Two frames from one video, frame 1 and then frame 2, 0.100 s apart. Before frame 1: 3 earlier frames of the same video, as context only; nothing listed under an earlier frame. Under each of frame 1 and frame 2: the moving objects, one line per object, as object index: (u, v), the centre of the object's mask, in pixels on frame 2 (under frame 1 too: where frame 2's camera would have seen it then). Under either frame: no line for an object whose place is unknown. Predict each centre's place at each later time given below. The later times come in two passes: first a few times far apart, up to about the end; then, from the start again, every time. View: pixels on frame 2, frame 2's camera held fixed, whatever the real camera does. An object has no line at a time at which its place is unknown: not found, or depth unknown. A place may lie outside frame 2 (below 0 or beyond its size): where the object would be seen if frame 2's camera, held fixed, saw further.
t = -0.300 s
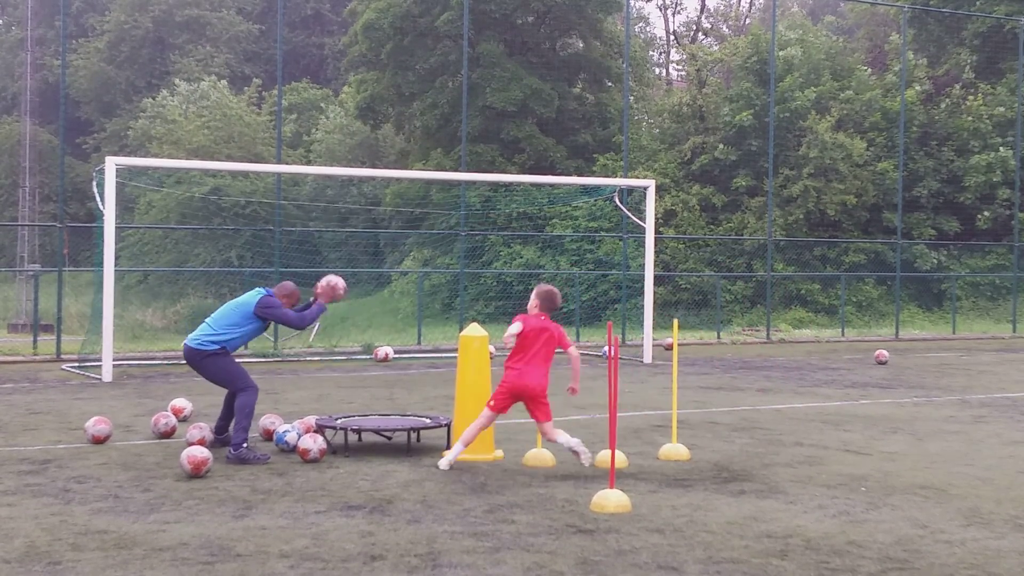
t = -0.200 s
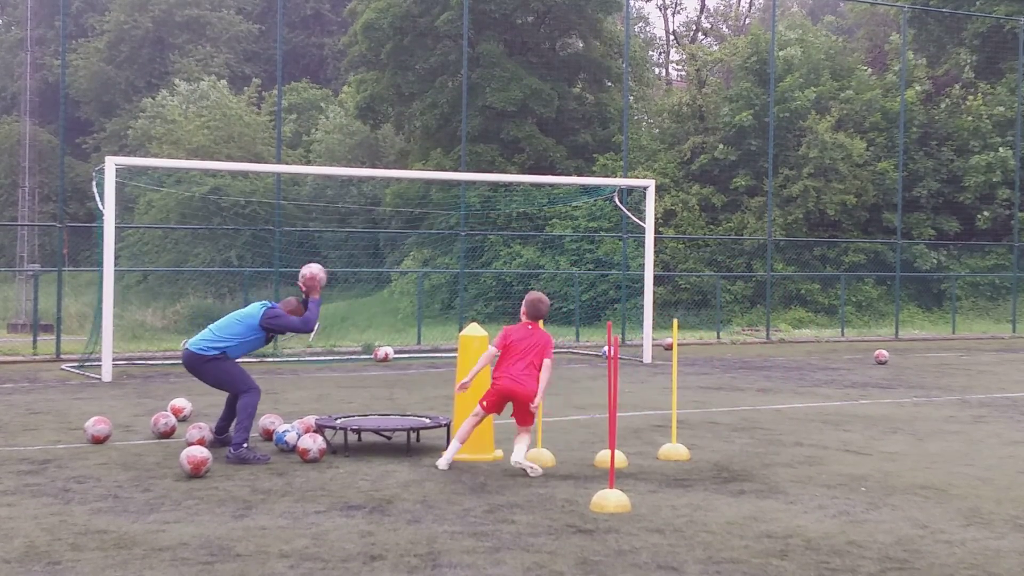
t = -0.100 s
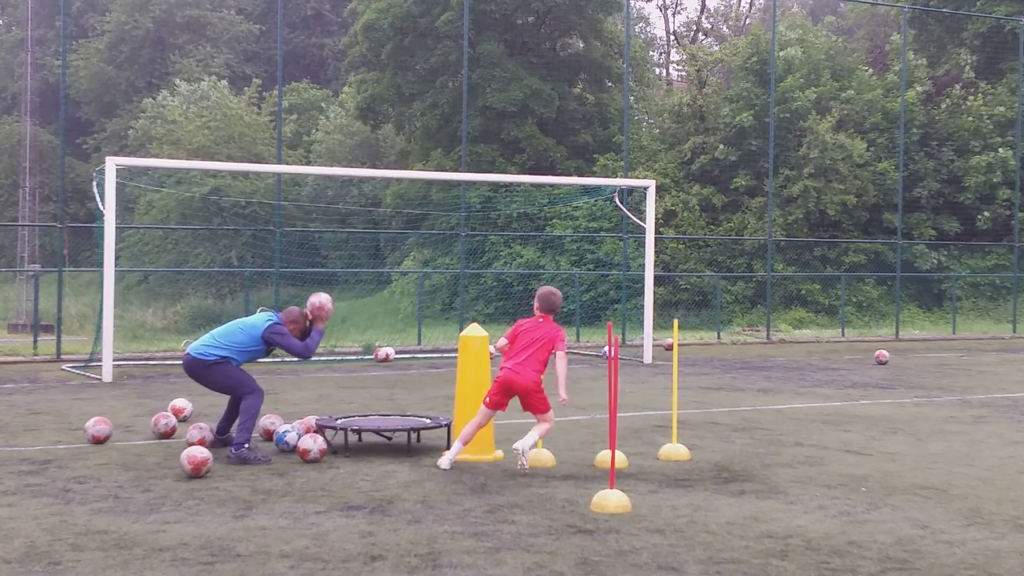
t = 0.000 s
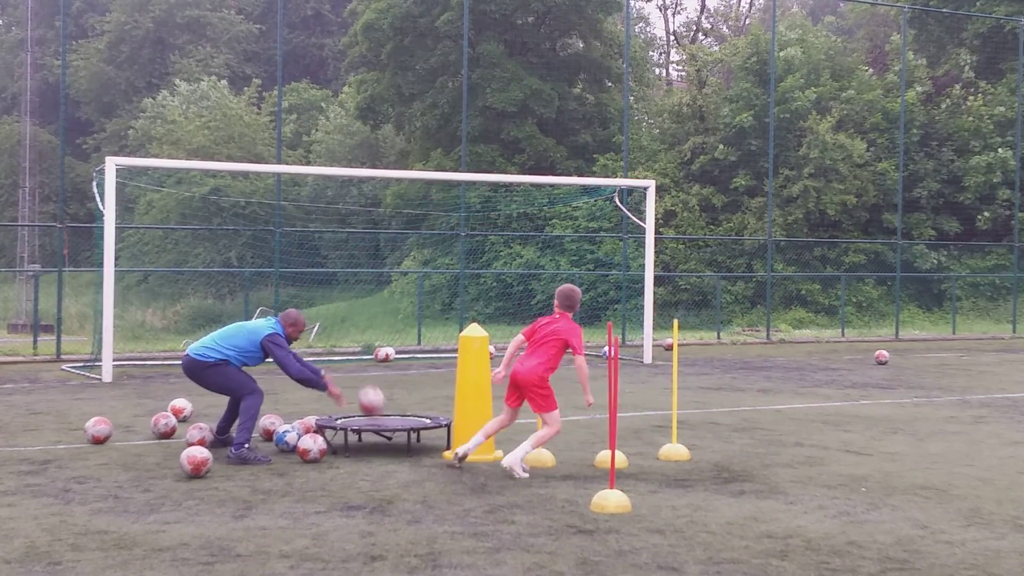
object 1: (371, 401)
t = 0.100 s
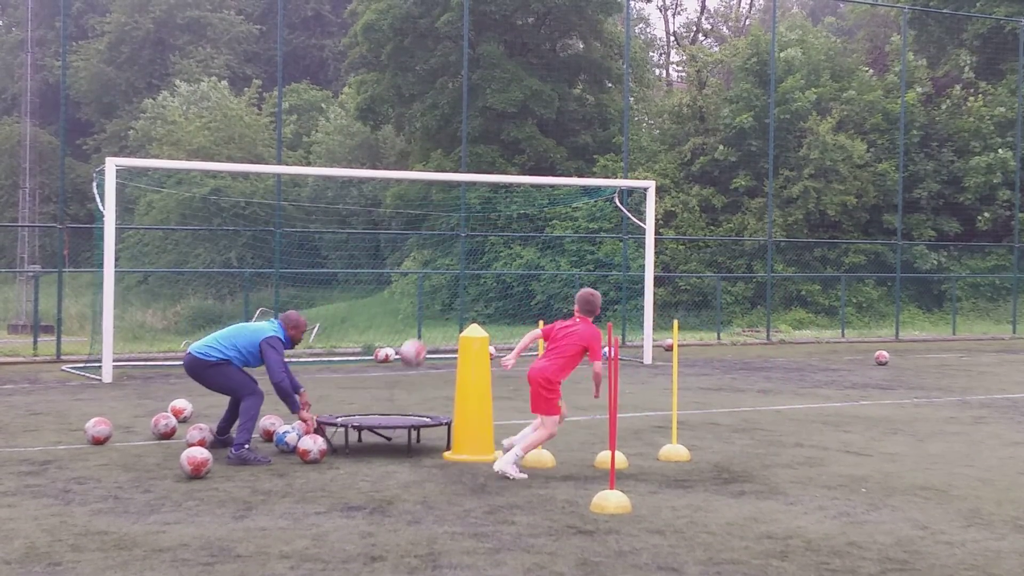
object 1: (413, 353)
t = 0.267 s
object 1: (472, 243)
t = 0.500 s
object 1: (554, 152)
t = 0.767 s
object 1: (641, 135)
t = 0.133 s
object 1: (425, 328)
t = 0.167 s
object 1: (437, 304)
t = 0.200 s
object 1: (449, 283)
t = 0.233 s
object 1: (461, 262)
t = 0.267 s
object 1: (472, 243)
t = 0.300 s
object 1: (485, 225)
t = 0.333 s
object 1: (497, 209)
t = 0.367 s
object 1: (508, 196)
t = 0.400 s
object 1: (520, 183)
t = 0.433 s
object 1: (531, 171)
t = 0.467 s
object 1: (542, 162)
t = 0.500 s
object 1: (554, 152)
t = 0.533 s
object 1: (565, 145)
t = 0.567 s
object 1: (577, 140)
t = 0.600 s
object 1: (587, 136)
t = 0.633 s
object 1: (598, 133)
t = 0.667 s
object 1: (608, 132)
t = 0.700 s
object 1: (619, 132)
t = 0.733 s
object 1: (630, 133)
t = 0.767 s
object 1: (641, 135)
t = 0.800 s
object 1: (651, 139)
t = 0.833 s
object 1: (661, 145)
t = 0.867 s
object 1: (671, 151)
